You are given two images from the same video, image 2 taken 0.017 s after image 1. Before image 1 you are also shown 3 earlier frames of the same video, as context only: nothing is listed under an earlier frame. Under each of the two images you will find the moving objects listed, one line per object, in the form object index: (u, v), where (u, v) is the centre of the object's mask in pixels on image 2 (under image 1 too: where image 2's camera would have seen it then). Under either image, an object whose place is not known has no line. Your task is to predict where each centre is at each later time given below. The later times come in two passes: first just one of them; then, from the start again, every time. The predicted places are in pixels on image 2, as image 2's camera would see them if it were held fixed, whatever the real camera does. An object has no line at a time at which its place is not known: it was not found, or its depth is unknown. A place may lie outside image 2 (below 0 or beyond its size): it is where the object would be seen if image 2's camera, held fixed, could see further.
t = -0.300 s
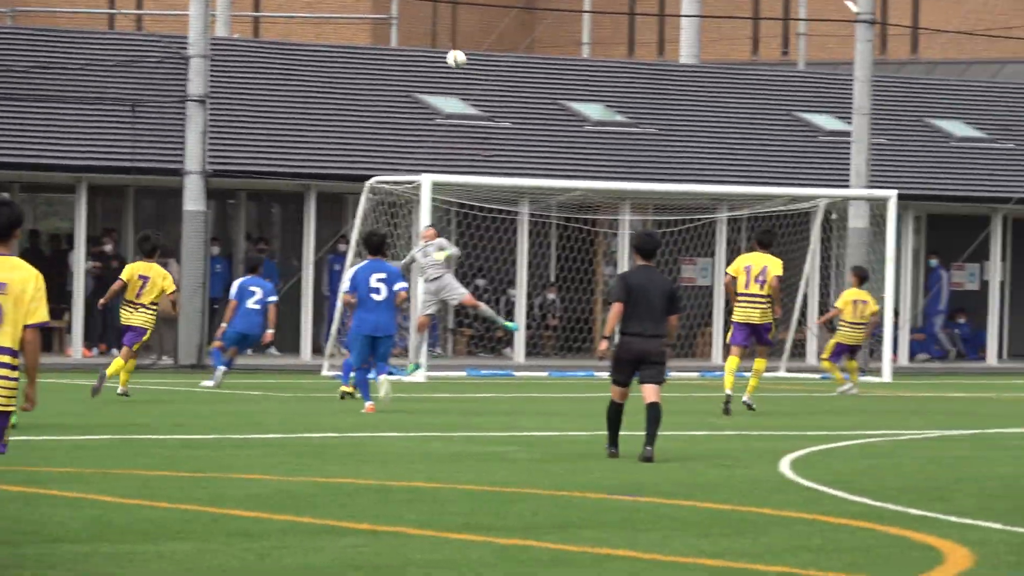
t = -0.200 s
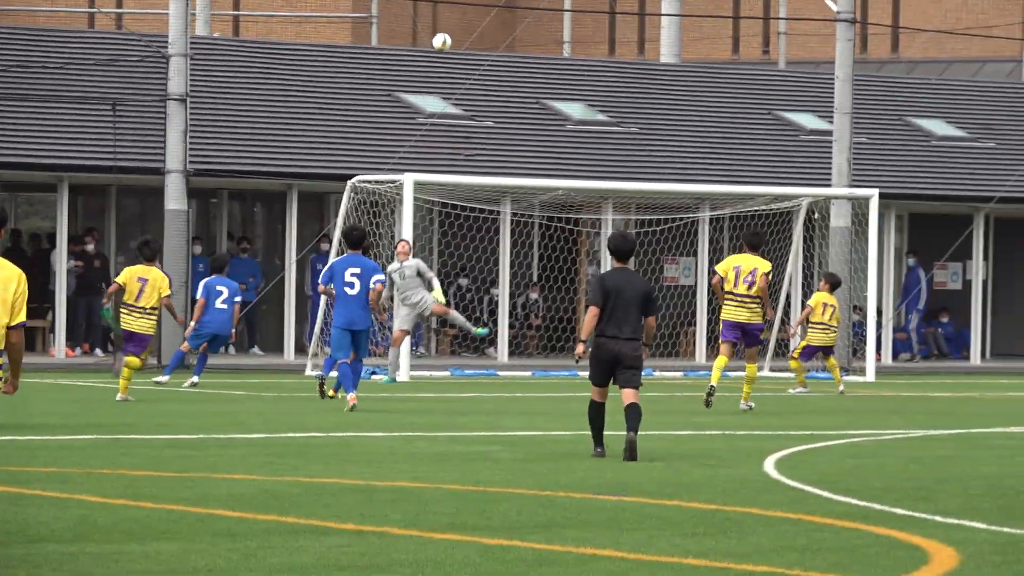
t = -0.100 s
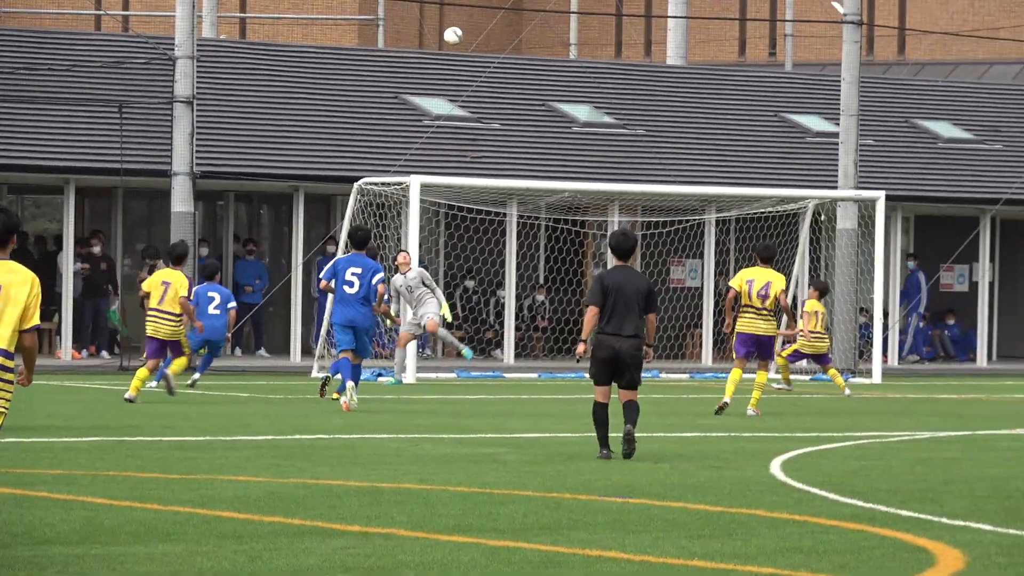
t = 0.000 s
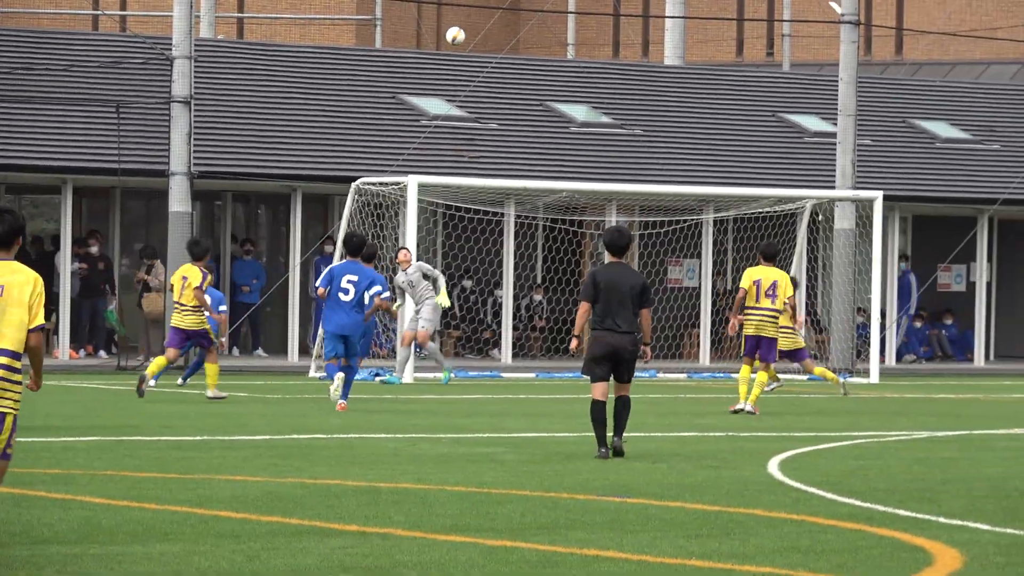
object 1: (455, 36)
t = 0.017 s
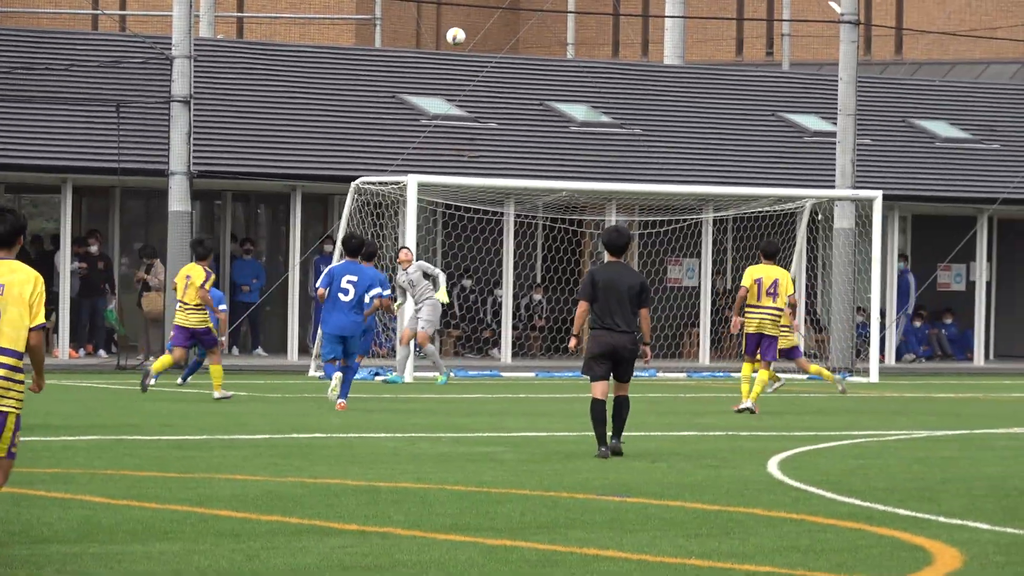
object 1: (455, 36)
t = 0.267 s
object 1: (467, 74)
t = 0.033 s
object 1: (457, 37)
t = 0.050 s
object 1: (457, 39)
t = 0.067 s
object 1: (458, 40)
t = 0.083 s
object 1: (460, 42)
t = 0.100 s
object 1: (460, 43)
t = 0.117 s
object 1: (461, 46)
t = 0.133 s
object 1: (462, 48)
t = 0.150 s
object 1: (462, 51)
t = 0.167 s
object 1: (462, 53)
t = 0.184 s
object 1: (463, 56)
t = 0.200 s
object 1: (464, 59)
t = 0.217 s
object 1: (465, 63)
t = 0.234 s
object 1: (465, 66)
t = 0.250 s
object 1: (466, 71)
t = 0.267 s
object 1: (467, 74)
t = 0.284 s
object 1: (467, 77)
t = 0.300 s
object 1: (468, 82)
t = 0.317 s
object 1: (470, 87)
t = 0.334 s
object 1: (470, 93)
